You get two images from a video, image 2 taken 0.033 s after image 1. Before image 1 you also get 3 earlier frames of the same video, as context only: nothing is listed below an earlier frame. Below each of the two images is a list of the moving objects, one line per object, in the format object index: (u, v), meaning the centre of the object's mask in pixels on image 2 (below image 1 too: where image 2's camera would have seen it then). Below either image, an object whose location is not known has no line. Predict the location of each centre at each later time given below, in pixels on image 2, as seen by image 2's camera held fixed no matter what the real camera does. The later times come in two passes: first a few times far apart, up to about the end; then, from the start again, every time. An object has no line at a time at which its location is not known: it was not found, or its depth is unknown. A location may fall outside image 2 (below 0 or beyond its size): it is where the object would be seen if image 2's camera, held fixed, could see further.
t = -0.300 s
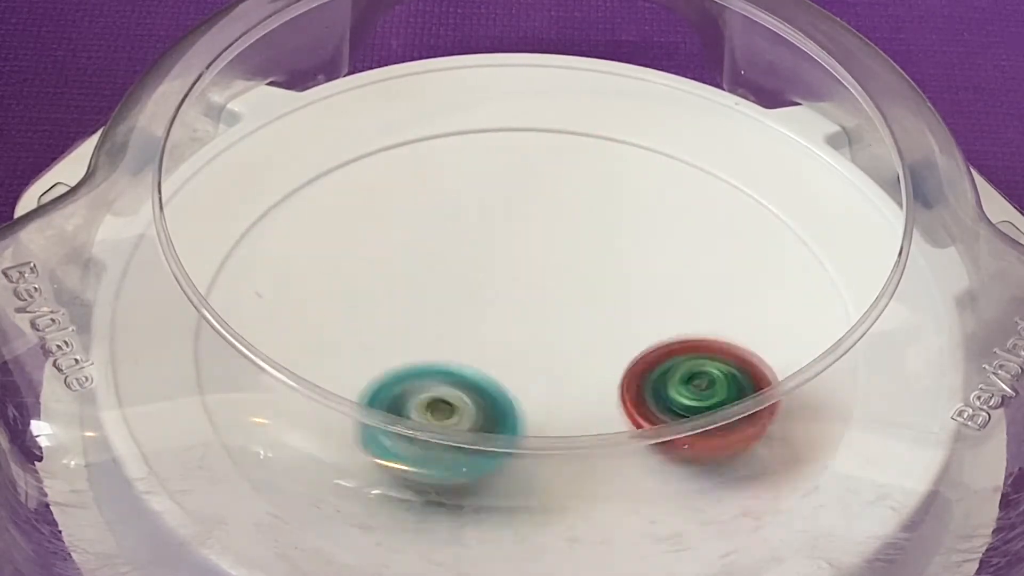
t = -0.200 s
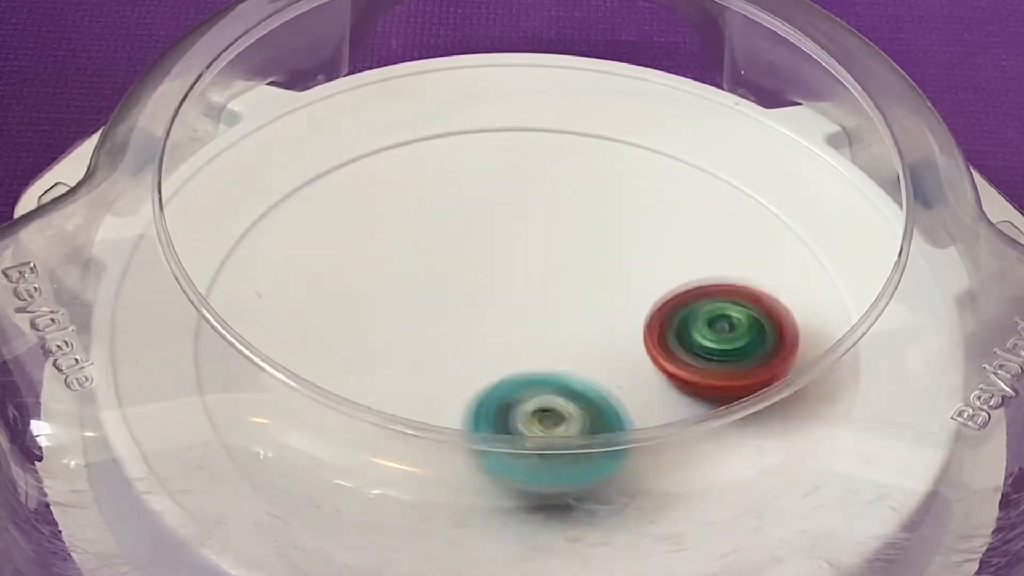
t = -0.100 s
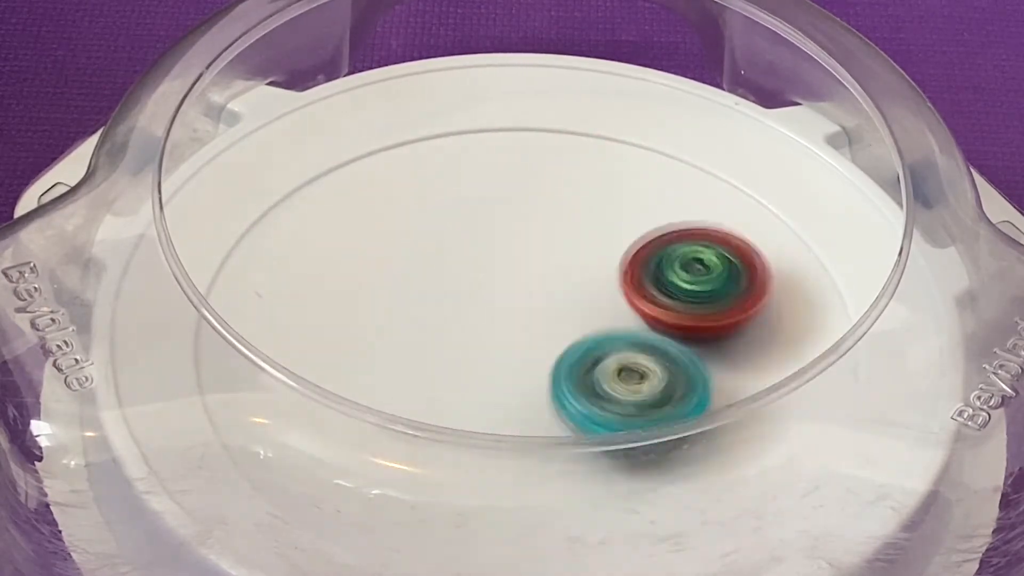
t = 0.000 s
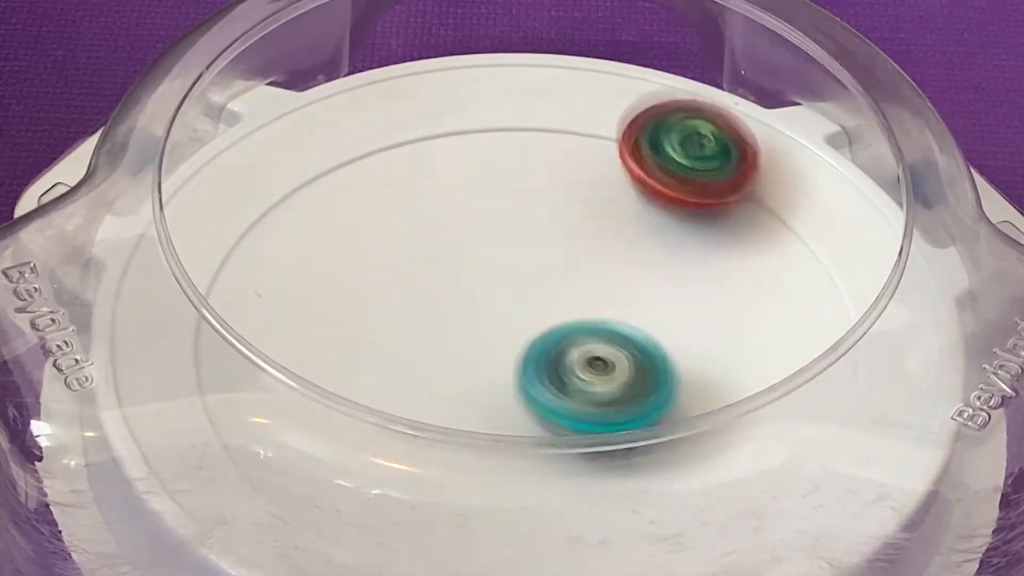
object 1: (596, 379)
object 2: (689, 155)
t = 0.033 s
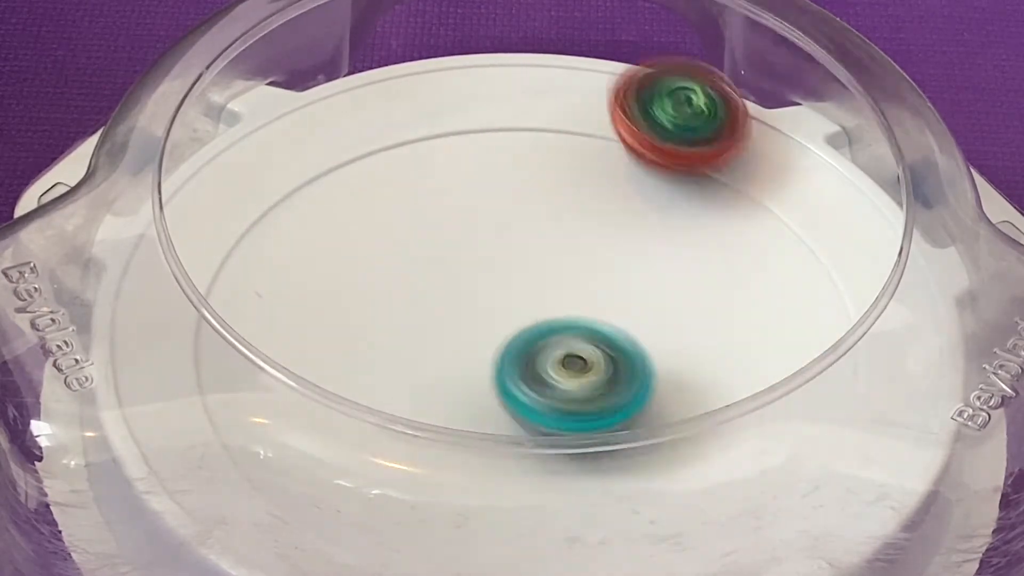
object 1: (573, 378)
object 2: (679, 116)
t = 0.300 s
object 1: (459, 315)
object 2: (518, 57)
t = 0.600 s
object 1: (455, 362)
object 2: (394, 203)
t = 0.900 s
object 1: (592, 452)
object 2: (486, 295)
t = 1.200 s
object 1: (643, 378)
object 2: (613, 218)
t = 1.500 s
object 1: (537, 349)
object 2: (467, 209)
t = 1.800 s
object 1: (503, 389)
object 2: (414, 287)
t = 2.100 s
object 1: (566, 435)
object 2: (416, 218)
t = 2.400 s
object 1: (540, 375)
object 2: (537, 217)
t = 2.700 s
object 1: (530, 361)
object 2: (554, 224)
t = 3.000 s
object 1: (481, 381)
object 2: (634, 234)
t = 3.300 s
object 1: (471, 341)
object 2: (700, 286)
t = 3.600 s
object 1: (487, 331)
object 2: (676, 296)
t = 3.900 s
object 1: (447, 329)
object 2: (694, 369)
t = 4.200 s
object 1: (488, 325)
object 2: (602, 394)
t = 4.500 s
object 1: (495, 306)
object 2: (573, 454)
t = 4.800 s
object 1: (506, 294)
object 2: (483, 417)
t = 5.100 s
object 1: (557, 271)
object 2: (390, 431)
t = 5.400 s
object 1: (537, 305)
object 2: (448, 385)
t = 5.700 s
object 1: (594, 300)
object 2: (353, 393)
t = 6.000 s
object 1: (579, 332)
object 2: (413, 340)
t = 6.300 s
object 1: (600, 345)
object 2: (468, 272)
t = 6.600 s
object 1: (562, 357)
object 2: (549, 232)
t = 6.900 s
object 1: (531, 369)
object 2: (610, 240)
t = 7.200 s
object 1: (481, 370)
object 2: (611, 300)
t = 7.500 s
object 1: (453, 350)
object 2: (636, 350)
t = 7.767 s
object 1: (463, 323)
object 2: (645, 380)
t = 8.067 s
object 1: (486, 310)
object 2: (611, 389)
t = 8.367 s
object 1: (492, 300)
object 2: (548, 397)
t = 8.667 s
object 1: (509, 293)
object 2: (498, 392)
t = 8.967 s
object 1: (533, 295)
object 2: (462, 388)
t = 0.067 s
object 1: (548, 375)
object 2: (660, 85)
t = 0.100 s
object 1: (525, 369)
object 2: (644, 65)
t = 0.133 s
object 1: (504, 360)
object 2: (625, 51)
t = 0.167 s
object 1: (489, 347)
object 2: (605, 43)
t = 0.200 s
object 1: (479, 335)
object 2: (587, 41)
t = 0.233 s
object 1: (472, 326)
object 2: (563, 45)
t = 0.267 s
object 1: (466, 319)
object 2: (540, 50)
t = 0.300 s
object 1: (459, 315)
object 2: (518, 57)
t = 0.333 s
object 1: (454, 313)
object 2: (499, 68)
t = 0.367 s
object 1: (449, 314)
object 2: (481, 76)
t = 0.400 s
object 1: (445, 317)
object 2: (463, 84)
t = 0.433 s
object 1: (441, 322)
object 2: (446, 93)
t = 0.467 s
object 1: (439, 331)
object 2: (428, 112)
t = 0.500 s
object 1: (439, 341)
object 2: (415, 130)
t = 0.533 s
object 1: (444, 349)
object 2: (404, 153)
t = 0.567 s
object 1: (449, 356)
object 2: (397, 176)
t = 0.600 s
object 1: (455, 362)
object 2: (394, 203)
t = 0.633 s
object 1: (461, 365)
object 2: (397, 230)
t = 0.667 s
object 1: (466, 368)
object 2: (403, 255)
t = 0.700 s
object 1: (485, 385)
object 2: (405, 249)
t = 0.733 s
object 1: (503, 414)
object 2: (409, 247)
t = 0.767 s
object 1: (520, 435)
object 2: (416, 253)
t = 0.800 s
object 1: (538, 439)
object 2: (426, 266)
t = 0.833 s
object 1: (557, 455)
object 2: (442, 278)
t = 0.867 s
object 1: (574, 456)
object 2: (462, 288)
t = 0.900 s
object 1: (592, 452)
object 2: (486, 295)
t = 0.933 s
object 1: (606, 437)
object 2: (508, 299)
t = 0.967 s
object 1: (624, 429)
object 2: (532, 301)
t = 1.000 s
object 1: (637, 416)
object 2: (554, 300)
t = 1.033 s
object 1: (644, 391)
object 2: (577, 296)
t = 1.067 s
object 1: (653, 384)
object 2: (597, 289)
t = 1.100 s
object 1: (659, 381)
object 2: (610, 270)
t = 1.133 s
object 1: (658, 381)
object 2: (617, 250)
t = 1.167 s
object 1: (652, 380)
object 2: (618, 234)
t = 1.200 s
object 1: (643, 378)
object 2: (613, 218)
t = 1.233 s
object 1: (629, 375)
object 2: (603, 205)
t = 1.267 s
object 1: (614, 371)
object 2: (587, 194)
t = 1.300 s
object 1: (597, 366)
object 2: (569, 188)
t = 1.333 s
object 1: (581, 357)
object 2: (550, 188)
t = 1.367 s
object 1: (567, 348)
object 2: (529, 194)
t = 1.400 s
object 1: (554, 339)
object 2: (510, 205)
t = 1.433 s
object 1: (544, 333)
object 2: (494, 218)
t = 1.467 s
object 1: (540, 336)
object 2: (481, 217)
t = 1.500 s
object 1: (537, 349)
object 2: (467, 209)
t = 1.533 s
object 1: (533, 359)
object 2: (453, 204)
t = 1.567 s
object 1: (530, 369)
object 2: (434, 202)
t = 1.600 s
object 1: (524, 376)
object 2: (415, 205)
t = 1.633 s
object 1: (514, 380)
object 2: (401, 214)
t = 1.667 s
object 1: (506, 383)
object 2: (392, 226)
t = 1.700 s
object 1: (501, 386)
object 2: (390, 243)
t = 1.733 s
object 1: (499, 387)
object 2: (394, 261)
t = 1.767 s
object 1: (499, 388)
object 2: (403, 277)
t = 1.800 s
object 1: (503, 389)
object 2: (414, 287)
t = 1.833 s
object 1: (522, 402)
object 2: (415, 270)
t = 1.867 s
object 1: (540, 436)
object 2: (415, 256)
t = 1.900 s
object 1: (555, 456)
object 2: (415, 244)
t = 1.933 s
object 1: (566, 459)
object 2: (414, 234)
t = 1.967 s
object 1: (574, 462)
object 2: (413, 225)
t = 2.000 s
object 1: (577, 462)
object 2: (412, 219)
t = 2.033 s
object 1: (577, 458)
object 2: (411, 215)
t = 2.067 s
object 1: (573, 453)
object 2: (413, 215)
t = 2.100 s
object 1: (566, 435)
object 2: (416, 218)
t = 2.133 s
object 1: (559, 418)
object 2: (423, 223)
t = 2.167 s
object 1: (554, 397)
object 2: (434, 230)
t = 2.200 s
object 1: (548, 390)
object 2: (449, 237)
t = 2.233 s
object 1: (543, 382)
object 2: (466, 244)
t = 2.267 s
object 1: (540, 374)
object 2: (484, 249)
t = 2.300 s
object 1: (537, 366)
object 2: (502, 249)
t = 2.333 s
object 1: (538, 370)
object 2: (516, 238)
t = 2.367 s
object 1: (539, 373)
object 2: (528, 227)
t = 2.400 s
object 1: (540, 375)
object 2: (537, 217)
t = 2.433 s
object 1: (541, 375)
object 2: (545, 207)
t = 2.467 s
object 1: (541, 375)
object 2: (552, 198)
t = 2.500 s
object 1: (540, 374)
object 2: (555, 193)
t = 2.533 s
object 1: (539, 373)
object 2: (556, 189)
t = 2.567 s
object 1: (538, 372)
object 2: (556, 189)
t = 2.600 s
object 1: (536, 369)
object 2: (553, 193)
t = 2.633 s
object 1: (534, 367)
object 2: (552, 201)
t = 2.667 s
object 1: (532, 363)
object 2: (552, 212)
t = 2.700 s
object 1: (530, 361)
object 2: (554, 224)
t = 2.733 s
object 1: (527, 357)
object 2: (559, 238)
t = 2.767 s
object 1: (522, 362)
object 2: (572, 244)
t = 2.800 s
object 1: (510, 374)
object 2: (587, 240)
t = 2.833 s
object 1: (500, 380)
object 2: (601, 236)
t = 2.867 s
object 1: (493, 384)
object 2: (613, 233)
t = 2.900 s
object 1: (488, 385)
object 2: (622, 231)
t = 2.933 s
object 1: (484, 385)
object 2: (631, 230)
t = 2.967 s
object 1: (482, 384)
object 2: (634, 231)
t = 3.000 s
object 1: (481, 381)
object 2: (634, 234)
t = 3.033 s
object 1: (482, 378)
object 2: (633, 238)
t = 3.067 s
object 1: (485, 374)
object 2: (631, 245)
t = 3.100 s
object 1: (489, 366)
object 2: (629, 255)
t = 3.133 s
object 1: (496, 359)
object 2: (628, 266)
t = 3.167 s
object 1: (504, 352)
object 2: (627, 279)
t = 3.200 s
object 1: (499, 348)
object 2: (641, 286)
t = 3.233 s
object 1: (488, 346)
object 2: (666, 288)
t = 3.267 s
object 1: (477, 344)
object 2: (684, 288)
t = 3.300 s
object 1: (471, 341)
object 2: (700, 286)
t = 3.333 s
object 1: (467, 338)
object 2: (715, 283)
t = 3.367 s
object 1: (466, 336)
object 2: (726, 280)
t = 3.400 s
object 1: (466, 334)
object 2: (732, 276)
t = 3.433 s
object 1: (468, 333)
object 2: (733, 275)
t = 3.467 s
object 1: (471, 332)
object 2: (729, 274)
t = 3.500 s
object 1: (475, 331)
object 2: (721, 275)
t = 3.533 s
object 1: (479, 331)
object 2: (708, 280)
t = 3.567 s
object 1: (483, 331)
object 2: (692, 287)
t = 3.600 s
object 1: (487, 331)
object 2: (676, 296)
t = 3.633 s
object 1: (492, 331)
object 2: (660, 306)
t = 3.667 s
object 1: (494, 331)
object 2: (647, 316)
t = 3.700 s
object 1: (481, 330)
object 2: (657, 327)
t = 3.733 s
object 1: (468, 329)
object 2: (665, 336)
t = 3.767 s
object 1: (458, 329)
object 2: (673, 345)
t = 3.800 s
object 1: (452, 329)
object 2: (680, 354)
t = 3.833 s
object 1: (449, 329)
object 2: (686, 360)
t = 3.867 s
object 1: (447, 329)
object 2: (691, 365)
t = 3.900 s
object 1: (447, 329)
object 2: (694, 369)
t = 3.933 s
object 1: (449, 330)
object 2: (694, 371)
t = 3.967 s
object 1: (452, 330)
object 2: (692, 373)
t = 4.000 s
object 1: (456, 330)
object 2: (687, 375)
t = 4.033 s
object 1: (461, 330)
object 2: (677, 377)
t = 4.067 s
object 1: (467, 330)
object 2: (664, 380)
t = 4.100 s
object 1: (473, 330)
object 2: (648, 383)
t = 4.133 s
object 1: (479, 330)
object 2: (633, 387)
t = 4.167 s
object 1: (486, 329)
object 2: (616, 390)
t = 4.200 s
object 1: (488, 325)
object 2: (602, 394)
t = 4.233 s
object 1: (482, 314)
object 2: (597, 400)
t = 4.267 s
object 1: (479, 306)
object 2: (596, 423)
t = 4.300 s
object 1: (479, 302)
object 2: (591, 433)
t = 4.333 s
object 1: (481, 299)
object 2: (586, 438)
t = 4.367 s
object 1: (483, 299)
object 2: (587, 454)
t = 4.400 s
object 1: (486, 300)
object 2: (583, 454)
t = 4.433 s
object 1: (489, 302)
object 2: (581, 454)
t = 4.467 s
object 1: (492, 304)
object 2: (580, 454)
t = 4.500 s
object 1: (495, 306)
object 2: (573, 454)
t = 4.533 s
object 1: (498, 308)
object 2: (566, 438)
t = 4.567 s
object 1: (500, 311)
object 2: (556, 430)
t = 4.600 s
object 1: (502, 311)
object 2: (546, 422)
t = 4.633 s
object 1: (503, 309)
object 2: (534, 413)
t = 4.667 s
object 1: (503, 304)
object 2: (524, 416)
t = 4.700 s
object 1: (503, 299)
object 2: (511, 417)
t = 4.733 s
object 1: (504, 296)
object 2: (501, 419)
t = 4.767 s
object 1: (505, 295)
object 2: (490, 419)
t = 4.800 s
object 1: (506, 294)
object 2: (483, 417)
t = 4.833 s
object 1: (508, 295)
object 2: (477, 415)
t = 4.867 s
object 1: (510, 296)
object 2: (470, 410)
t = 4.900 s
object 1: (511, 298)
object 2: (463, 405)
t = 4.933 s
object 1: (513, 300)
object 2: (459, 390)
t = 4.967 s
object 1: (521, 297)
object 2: (445, 391)
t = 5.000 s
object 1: (535, 286)
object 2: (425, 406)
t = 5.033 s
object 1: (545, 278)
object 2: (412, 412)
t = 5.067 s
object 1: (553, 273)
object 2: (402, 418)
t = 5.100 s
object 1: (557, 271)
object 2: (390, 431)
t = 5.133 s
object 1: (560, 272)
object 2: (386, 431)
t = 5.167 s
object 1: (561, 274)
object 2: (386, 432)
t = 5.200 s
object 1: (560, 278)
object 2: (389, 433)
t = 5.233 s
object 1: (557, 283)
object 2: (395, 432)
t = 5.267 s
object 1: (554, 288)
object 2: (403, 434)
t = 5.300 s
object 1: (549, 293)
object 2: (416, 421)
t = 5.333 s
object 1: (545, 298)
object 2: (425, 410)
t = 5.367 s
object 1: (540, 302)
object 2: (436, 400)
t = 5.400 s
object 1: (537, 305)
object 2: (448, 385)
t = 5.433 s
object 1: (540, 304)
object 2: (447, 380)
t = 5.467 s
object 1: (556, 299)
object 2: (425, 381)
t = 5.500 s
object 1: (571, 294)
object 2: (405, 382)
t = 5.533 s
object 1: (583, 291)
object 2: (395, 382)
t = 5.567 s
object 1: (591, 288)
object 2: (381, 395)
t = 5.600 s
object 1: (595, 289)
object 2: (367, 395)
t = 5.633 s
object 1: (597, 292)
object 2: (358, 395)
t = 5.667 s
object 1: (596, 295)
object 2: (356, 395)
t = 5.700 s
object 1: (594, 300)
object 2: (353, 393)
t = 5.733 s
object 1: (590, 304)
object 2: (355, 390)
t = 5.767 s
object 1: (584, 309)
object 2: (362, 385)
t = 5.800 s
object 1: (579, 314)
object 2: (371, 380)
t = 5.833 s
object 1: (573, 318)
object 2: (383, 367)
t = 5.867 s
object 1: (567, 324)
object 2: (391, 363)
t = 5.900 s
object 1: (560, 328)
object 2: (402, 360)
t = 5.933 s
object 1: (559, 330)
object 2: (410, 357)
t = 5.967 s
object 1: (571, 331)
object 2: (406, 349)
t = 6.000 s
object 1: (579, 332)
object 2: (413, 340)
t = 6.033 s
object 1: (583, 333)
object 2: (423, 333)
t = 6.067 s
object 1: (587, 334)
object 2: (431, 327)
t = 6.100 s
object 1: (593, 337)
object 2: (436, 319)
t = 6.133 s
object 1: (603, 341)
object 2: (436, 307)
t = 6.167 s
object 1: (608, 344)
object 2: (440, 298)
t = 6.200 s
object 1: (609, 345)
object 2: (445, 291)
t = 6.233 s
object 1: (607, 346)
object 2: (449, 283)
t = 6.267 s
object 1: (605, 346)
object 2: (459, 277)
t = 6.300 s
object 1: (600, 345)
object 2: (468, 272)
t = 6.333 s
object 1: (596, 346)
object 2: (475, 267)
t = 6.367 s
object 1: (593, 345)
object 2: (484, 259)
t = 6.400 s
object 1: (591, 348)
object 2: (492, 252)
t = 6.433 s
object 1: (588, 350)
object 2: (500, 247)
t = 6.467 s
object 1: (584, 350)
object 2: (506, 243)
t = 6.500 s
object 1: (579, 350)
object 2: (516, 239)
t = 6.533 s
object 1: (572, 351)
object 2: (527, 236)
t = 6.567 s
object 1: (567, 353)
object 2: (537, 235)
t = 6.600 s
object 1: (562, 357)
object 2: (549, 232)
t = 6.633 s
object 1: (555, 365)
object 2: (560, 225)
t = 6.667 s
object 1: (550, 371)
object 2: (567, 221)
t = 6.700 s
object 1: (545, 374)
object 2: (572, 219)
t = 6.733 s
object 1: (541, 376)
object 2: (582, 217)
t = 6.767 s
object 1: (538, 376)
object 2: (591, 219)
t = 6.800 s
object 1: (535, 375)
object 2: (597, 221)
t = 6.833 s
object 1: (533, 374)
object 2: (602, 225)
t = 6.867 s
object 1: (532, 372)
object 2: (609, 232)
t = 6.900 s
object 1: (531, 369)
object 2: (610, 240)
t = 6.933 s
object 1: (531, 366)
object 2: (611, 247)
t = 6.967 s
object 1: (530, 363)
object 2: (611, 255)
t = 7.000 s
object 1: (529, 361)
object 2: (610, 263)
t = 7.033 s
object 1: (518, 368)
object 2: (615, 265)
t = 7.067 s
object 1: (509, 370)
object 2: (616, 273)
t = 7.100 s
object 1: (502, 371)
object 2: (612, 282)
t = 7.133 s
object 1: (498, 371)
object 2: (610, 289)
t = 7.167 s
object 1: (490, 371)
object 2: (611, 293)
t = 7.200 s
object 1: (481, 370)
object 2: (611, 300)
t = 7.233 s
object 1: (475, 369)
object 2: (608, 308)
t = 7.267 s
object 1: (469, 368)
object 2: (610, 314)
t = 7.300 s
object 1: (461, 365)
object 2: (613, 322)
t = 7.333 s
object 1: (449, 363)
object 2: (622, 327)
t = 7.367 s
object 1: (446, 360)
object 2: (625, 332)
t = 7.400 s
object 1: (443, 357)
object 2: (630, 336)
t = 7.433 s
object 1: (445, 354)
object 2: (634, 342)
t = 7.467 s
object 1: (449, 351)
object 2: (634, 346)
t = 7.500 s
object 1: (453, 350)
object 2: (636, 350)
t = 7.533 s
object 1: (458, 347)
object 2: (632, 354)
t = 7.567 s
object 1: (465, 346)
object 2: (630, 358)
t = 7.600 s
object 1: (469, 345)
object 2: (623, 361)
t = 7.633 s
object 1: (471, 342)
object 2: (622, 367)
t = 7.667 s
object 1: (465, 337)
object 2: (630, 371)
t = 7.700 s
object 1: (461, 330)
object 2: (635, 375)
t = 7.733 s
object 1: (460, 325)
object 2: (640, 378)
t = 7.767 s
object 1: (463, 323)
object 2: (645, 380)
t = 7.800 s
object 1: (466, 321)
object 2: (646, 383)
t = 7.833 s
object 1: (471, 321)
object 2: (646, 384)
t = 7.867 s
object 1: (477, 320)
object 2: (644, 385)
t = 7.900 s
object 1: (481, 321)
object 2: (641, 386)
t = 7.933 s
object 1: (486, 322)
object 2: (633, 385)
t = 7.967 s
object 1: (491, 322)
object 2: (624, 386)
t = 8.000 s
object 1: (493, 324)
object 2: (617, 386)
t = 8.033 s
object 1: (487, 317)
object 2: (616, 386)
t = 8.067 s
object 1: (486, 310)
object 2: (611, 389)
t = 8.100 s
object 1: (486, 308)
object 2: (604, 390)
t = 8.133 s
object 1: (489, 308)
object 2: (598, 392)
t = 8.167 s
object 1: (491, 310)
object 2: (590, 391)
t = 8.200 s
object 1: (490, 310)
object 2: (583, 391)
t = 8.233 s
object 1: (490, 306)
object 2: (576, 393)
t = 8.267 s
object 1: (490, 305)
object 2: (573, 394)
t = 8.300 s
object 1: (491, 305)
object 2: (566, 394)
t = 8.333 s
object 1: (491, 305)
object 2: (556, 394)
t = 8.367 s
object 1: (492, 300)
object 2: (548, 397)
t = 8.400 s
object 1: (494, 297)
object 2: (545, 399)
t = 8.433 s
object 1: (497, 295)
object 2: (543, 399)
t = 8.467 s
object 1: (500, 295)
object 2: (537, 398)
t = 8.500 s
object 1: (500, 294)
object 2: (529, 395)
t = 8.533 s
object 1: (503, 294)
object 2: (519, 395)
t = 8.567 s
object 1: (503, 293)
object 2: (513, 395)
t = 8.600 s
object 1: (507, 293)
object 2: (509, 396)
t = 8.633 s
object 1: (508, 292)
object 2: (503, 394)
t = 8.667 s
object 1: (509, 293)
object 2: (498, 392)
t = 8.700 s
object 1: (509, 293)
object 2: (493, 390)
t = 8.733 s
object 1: (508, 292)
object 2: (486, 389)
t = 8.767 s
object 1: (513, 291)
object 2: (473, 390)
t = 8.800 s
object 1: (517, 291)
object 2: (462, 395)
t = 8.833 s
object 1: (522, 293)
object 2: (460, 395)
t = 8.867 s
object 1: (525, 293)
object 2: (458, 394)
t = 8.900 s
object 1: (527, 296)
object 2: (458, 392)
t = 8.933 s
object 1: (527, 298)
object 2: (466, 389)
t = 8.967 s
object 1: (533, 295)
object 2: (462, 388)
